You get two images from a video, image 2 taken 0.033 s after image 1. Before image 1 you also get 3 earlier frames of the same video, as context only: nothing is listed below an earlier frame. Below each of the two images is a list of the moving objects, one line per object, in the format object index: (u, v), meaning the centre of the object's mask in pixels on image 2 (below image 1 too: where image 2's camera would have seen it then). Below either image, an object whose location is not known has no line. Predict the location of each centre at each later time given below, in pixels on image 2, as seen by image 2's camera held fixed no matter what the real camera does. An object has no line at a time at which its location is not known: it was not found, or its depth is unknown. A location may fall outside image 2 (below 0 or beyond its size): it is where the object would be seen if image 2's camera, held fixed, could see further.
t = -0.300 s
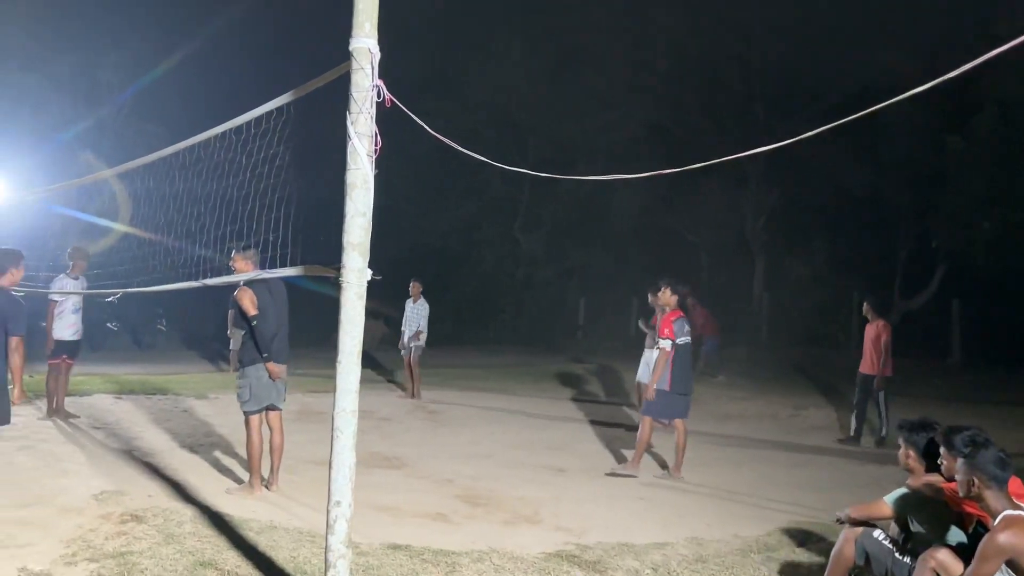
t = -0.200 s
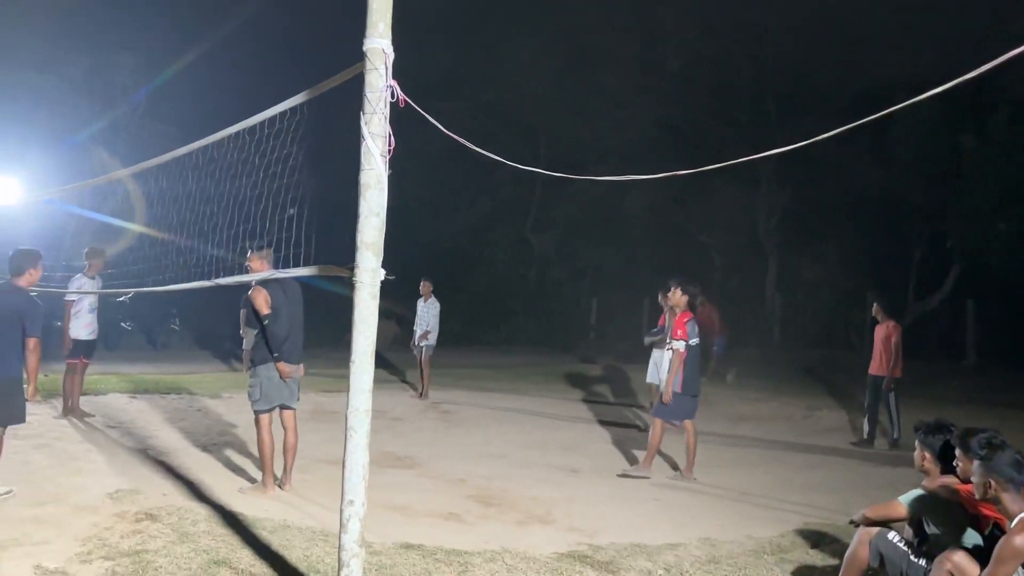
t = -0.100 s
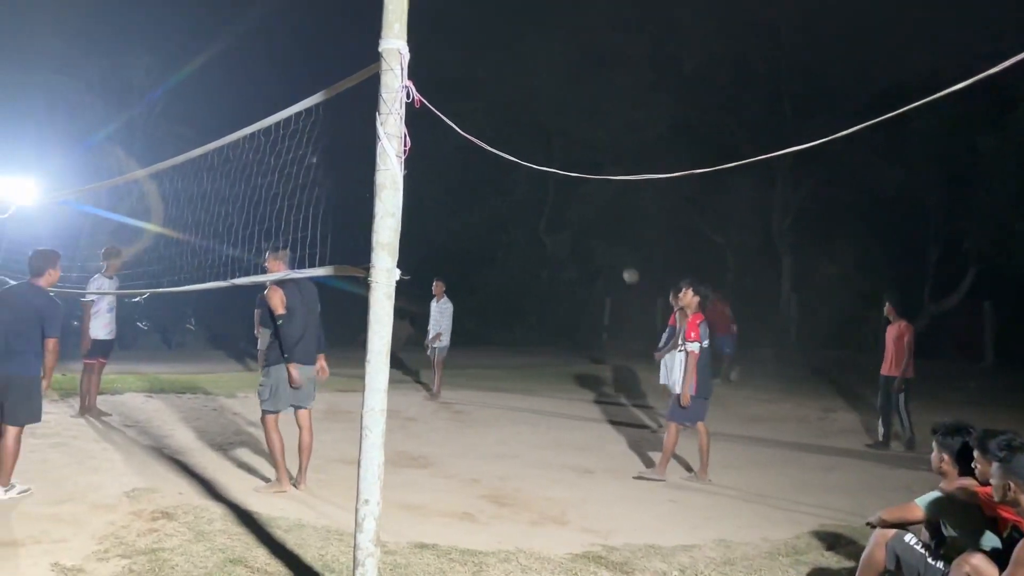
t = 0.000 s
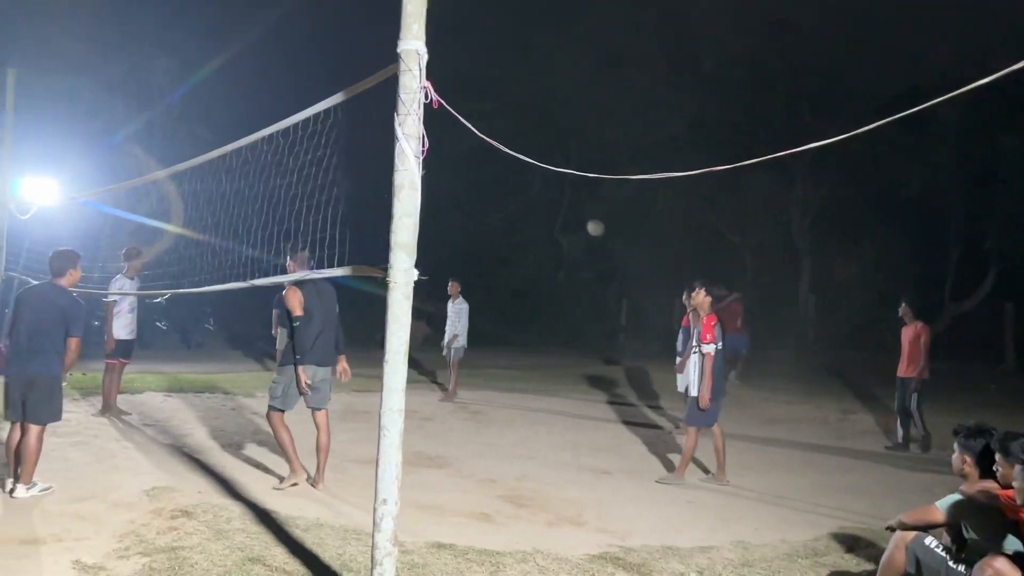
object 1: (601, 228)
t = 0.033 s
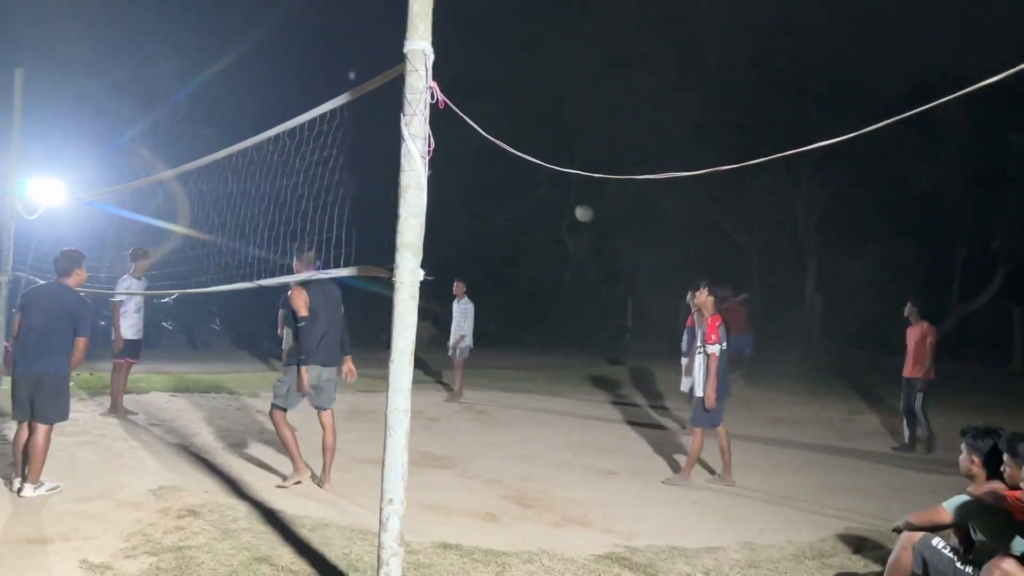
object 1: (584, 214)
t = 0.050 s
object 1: (573, 205)
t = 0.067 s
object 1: (564, 198)
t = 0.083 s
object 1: (556, 191)
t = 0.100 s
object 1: (546, 182)
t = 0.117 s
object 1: (536, 176)
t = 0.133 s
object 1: (527, 169)
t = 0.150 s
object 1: (517, 161)
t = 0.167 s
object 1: (506, 155)
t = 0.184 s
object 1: (497, 149)
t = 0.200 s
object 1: (485, 141)
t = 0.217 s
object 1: (476, 136)
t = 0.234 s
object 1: (465, 128)
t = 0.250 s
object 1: (453, 120)
